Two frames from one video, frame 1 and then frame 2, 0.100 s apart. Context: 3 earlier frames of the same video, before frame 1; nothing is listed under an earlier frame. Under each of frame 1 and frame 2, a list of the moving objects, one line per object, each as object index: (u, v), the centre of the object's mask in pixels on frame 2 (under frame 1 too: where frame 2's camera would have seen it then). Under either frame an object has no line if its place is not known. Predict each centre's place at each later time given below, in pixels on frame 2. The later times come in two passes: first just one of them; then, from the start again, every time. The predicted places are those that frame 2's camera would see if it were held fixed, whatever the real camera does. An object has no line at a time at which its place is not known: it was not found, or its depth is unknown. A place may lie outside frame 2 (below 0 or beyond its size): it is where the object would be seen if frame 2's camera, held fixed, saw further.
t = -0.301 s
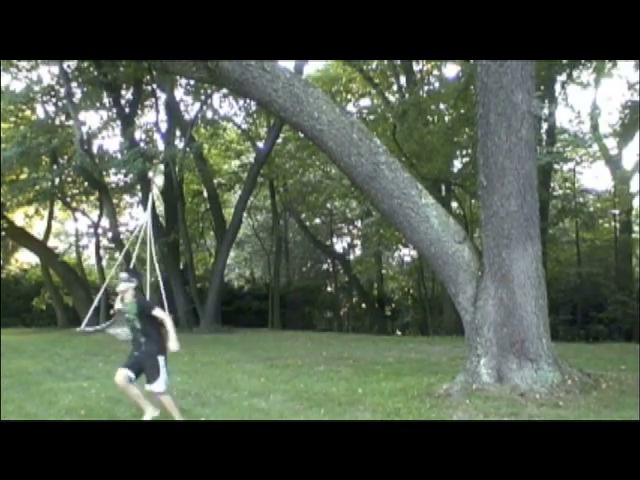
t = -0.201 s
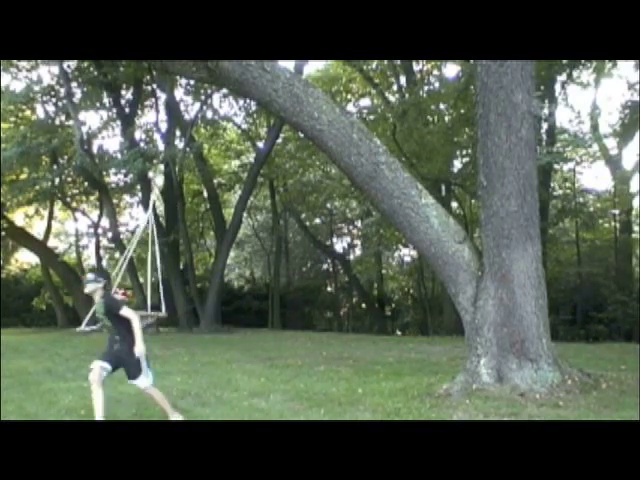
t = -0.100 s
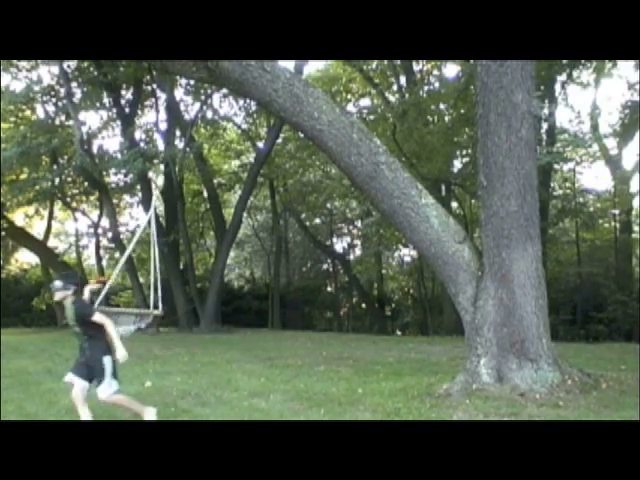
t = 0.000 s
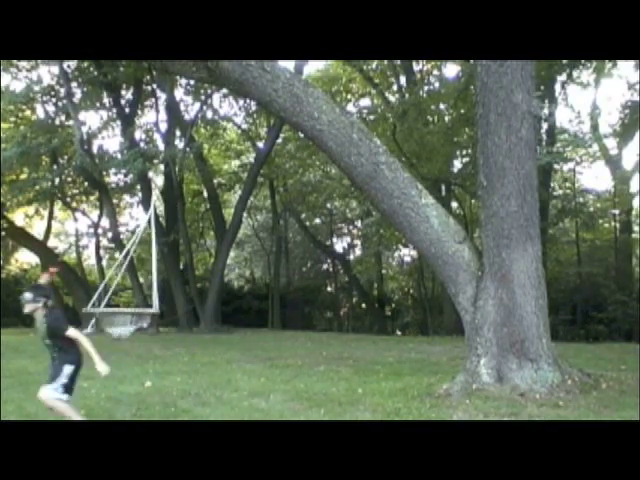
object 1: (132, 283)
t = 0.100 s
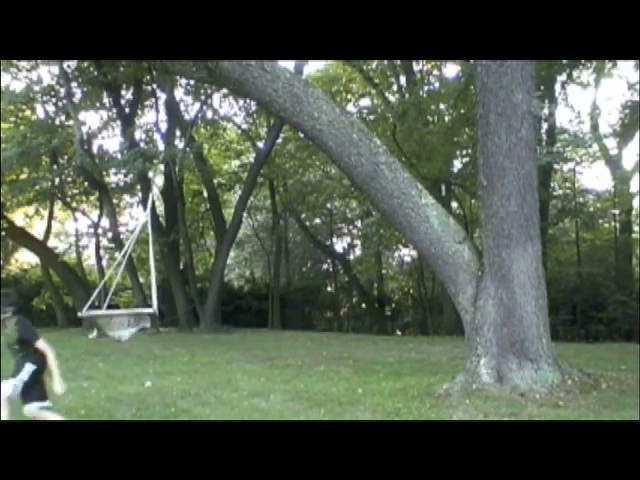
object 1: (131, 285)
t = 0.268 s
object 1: (134, 288)
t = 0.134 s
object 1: (132, 285)
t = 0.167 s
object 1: (132, 286)
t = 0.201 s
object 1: (133, 287)
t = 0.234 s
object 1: (137, 288)
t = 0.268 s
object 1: (134, 288)
